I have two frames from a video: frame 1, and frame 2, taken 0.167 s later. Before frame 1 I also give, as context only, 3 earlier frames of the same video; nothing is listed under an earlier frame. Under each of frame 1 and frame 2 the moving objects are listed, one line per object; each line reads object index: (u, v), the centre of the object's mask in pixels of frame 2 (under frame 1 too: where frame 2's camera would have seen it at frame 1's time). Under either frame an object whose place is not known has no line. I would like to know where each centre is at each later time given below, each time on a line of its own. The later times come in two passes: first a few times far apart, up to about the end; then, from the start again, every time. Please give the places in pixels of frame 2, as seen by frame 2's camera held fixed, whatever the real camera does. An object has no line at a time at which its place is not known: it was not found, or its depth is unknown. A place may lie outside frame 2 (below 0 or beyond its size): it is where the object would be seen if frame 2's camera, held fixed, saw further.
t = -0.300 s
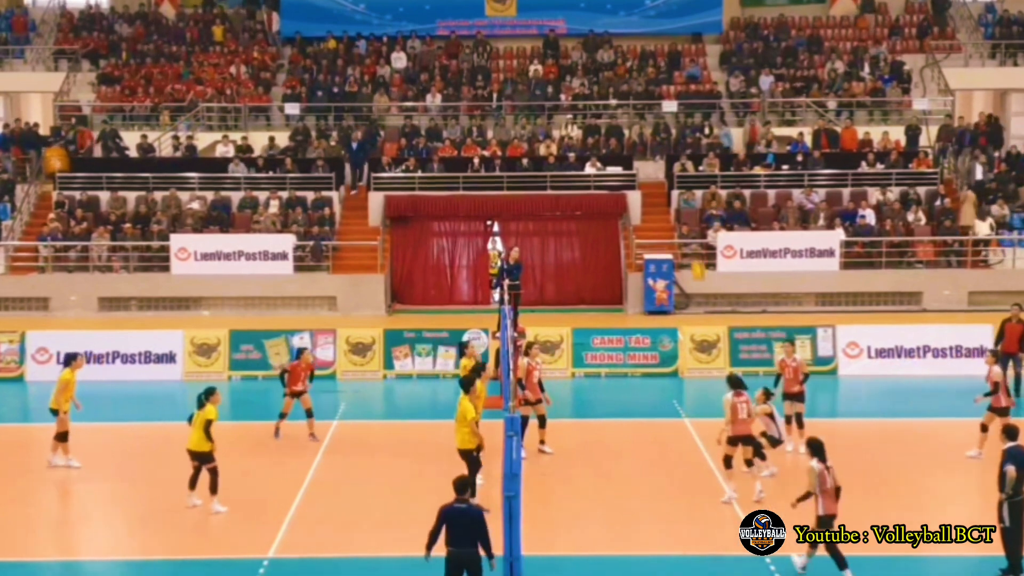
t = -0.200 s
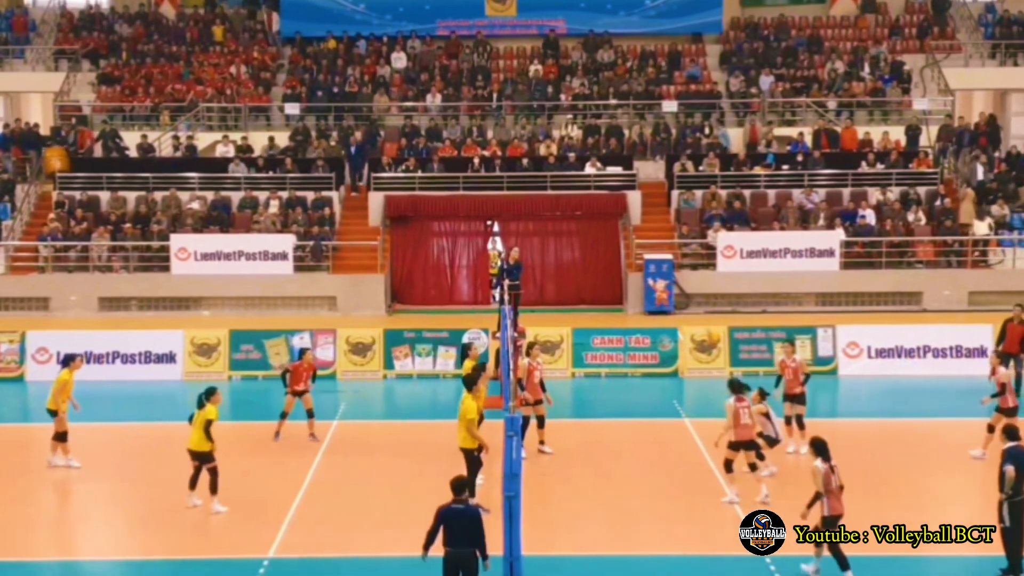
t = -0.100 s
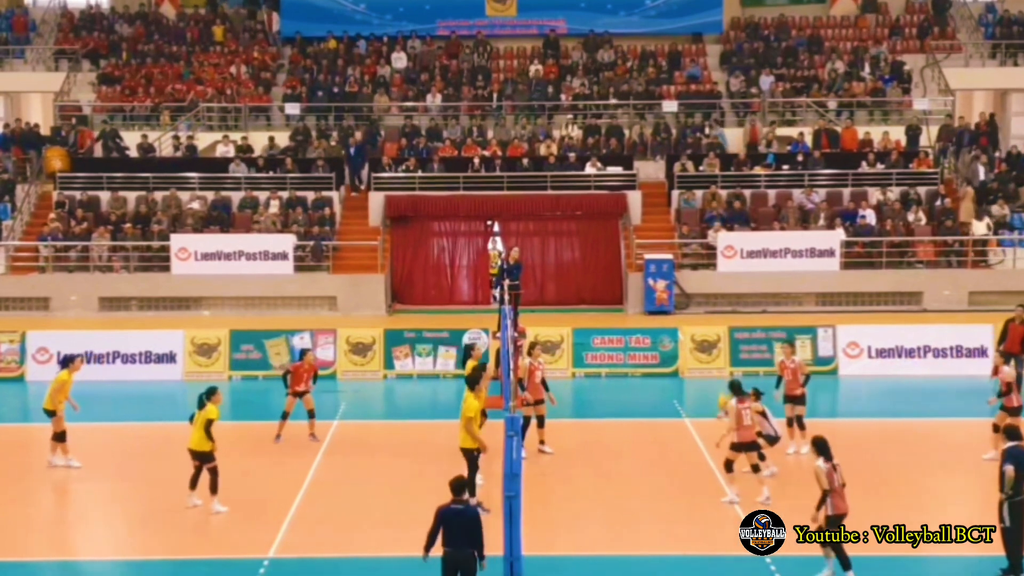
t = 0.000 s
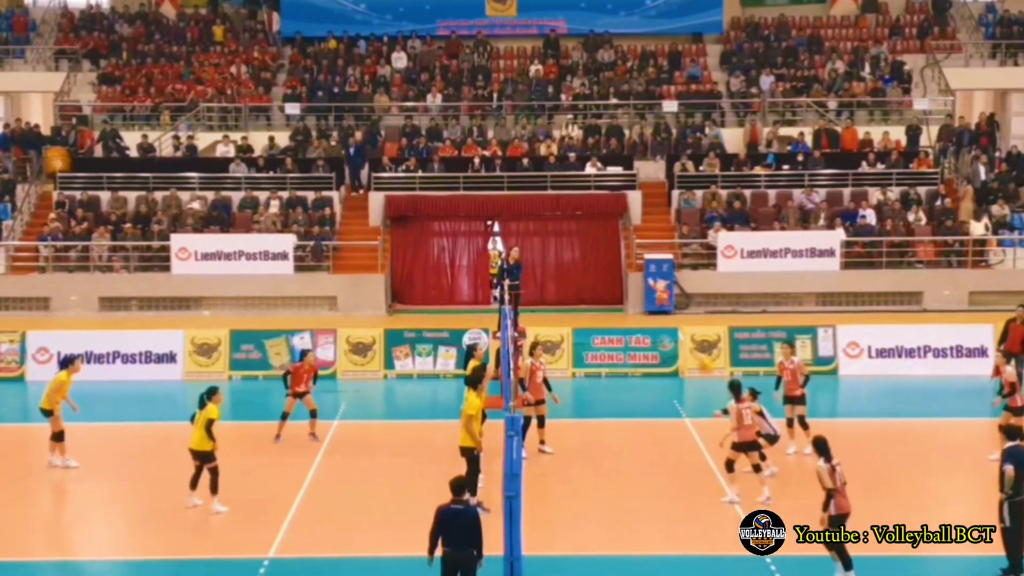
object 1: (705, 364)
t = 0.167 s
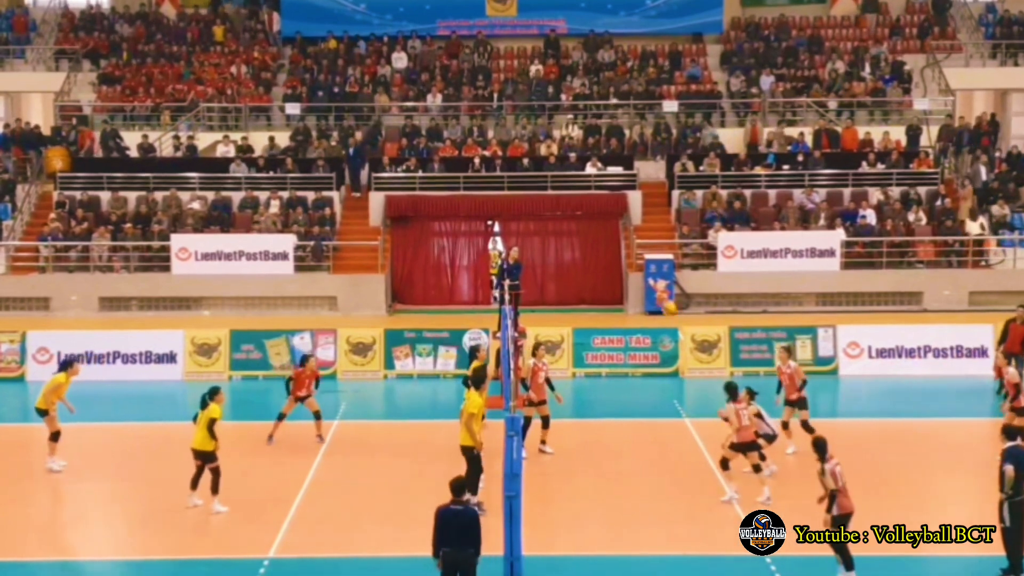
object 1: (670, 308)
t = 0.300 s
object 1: (642, 277)
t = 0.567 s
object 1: (588, 252)
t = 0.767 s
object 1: (550, 264)
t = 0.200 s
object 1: (663, 299)
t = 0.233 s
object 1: (658, 291)
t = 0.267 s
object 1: (648, 284)
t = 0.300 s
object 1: (642, 277)
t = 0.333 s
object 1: (634, 271)
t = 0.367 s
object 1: (627, 266)
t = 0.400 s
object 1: (620, 262)
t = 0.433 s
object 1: (613, 258)
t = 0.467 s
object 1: (607, 256)
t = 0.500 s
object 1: (601, 253)
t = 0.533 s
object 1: (594, 252)
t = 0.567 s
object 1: (588, 252)
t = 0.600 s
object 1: (582, 252)
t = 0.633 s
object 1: (575, 253)
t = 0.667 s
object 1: (569, 255)
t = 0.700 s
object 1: (563, 257)
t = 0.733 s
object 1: (557, 260)
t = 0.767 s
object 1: (550, 264)
